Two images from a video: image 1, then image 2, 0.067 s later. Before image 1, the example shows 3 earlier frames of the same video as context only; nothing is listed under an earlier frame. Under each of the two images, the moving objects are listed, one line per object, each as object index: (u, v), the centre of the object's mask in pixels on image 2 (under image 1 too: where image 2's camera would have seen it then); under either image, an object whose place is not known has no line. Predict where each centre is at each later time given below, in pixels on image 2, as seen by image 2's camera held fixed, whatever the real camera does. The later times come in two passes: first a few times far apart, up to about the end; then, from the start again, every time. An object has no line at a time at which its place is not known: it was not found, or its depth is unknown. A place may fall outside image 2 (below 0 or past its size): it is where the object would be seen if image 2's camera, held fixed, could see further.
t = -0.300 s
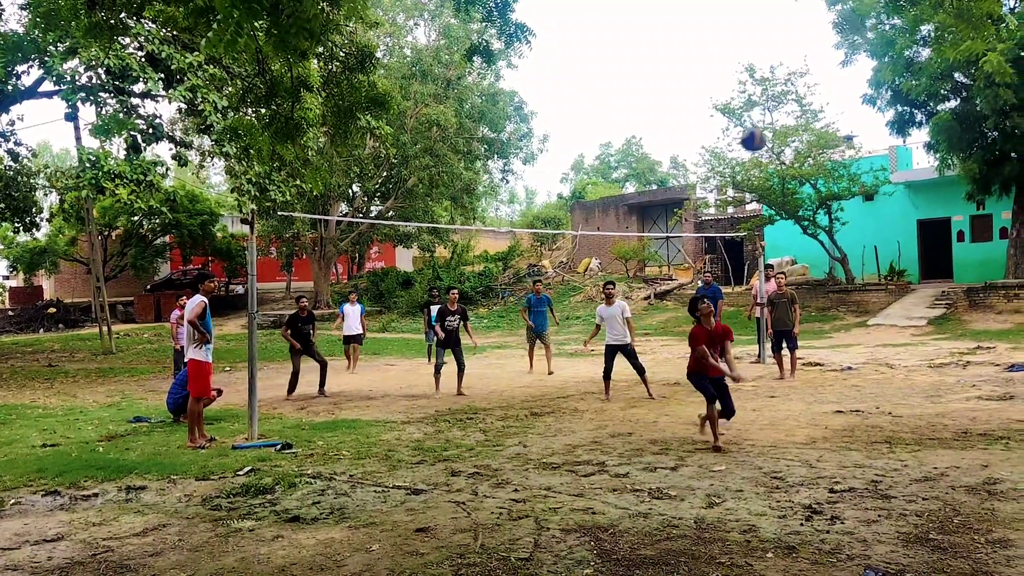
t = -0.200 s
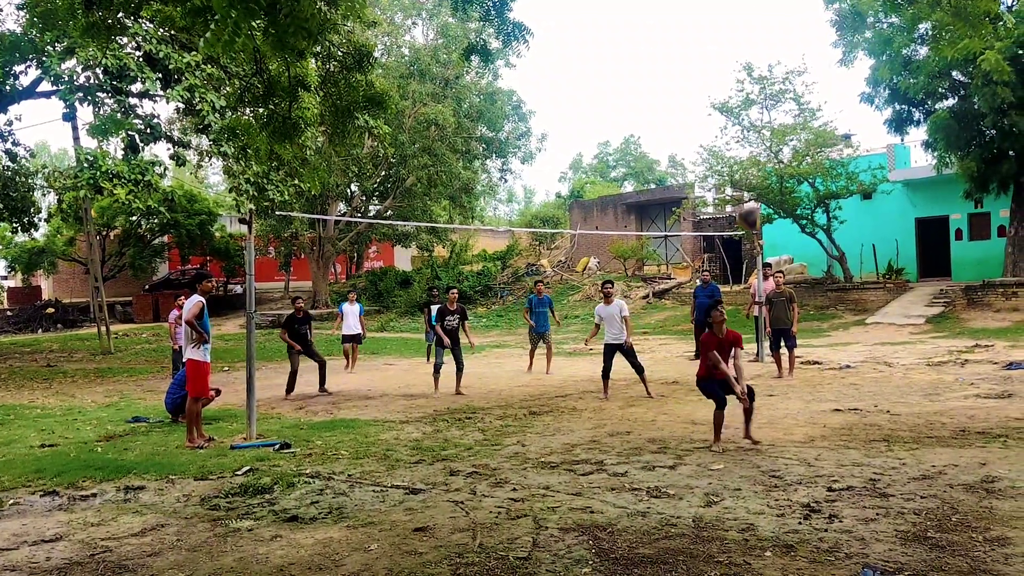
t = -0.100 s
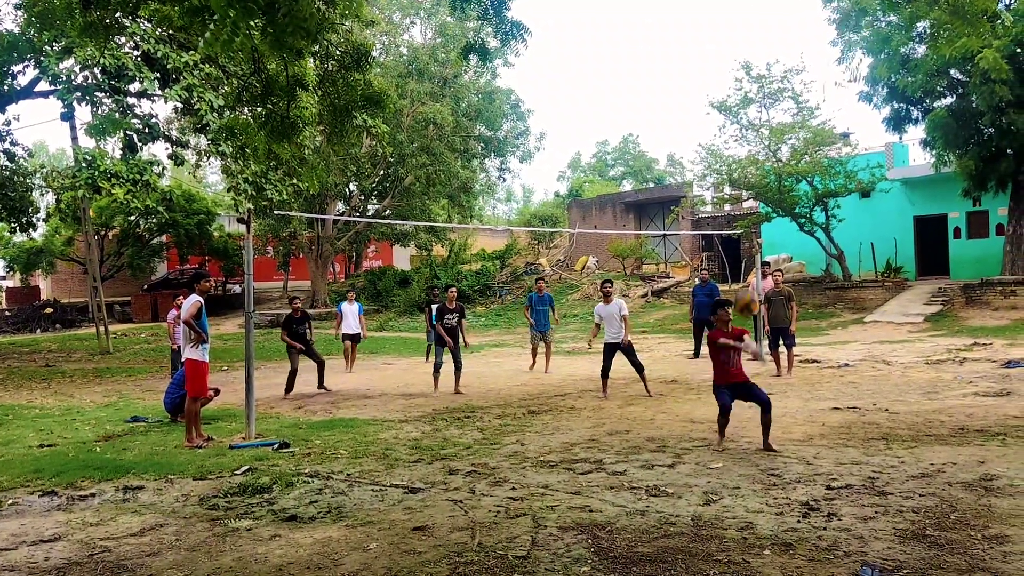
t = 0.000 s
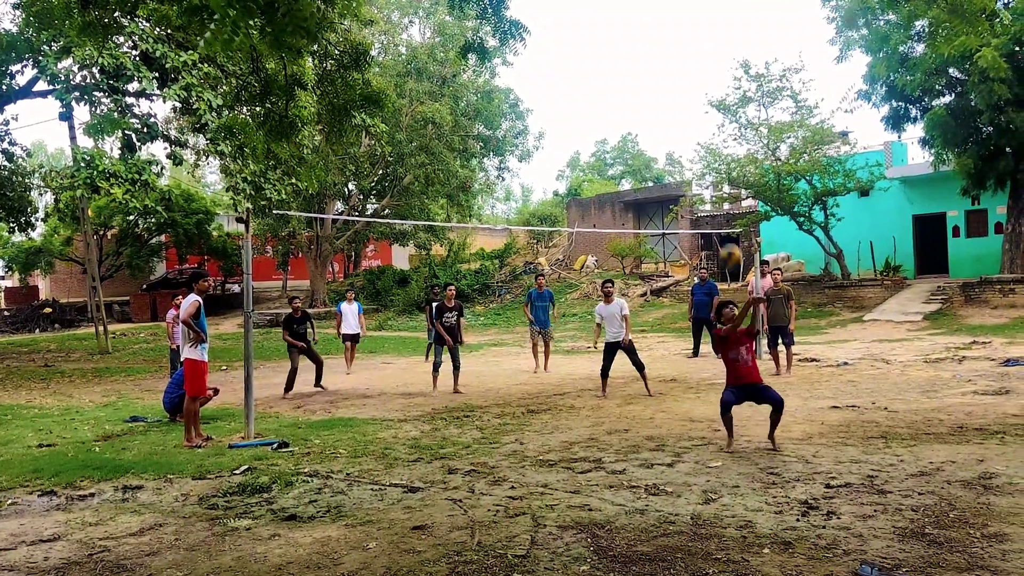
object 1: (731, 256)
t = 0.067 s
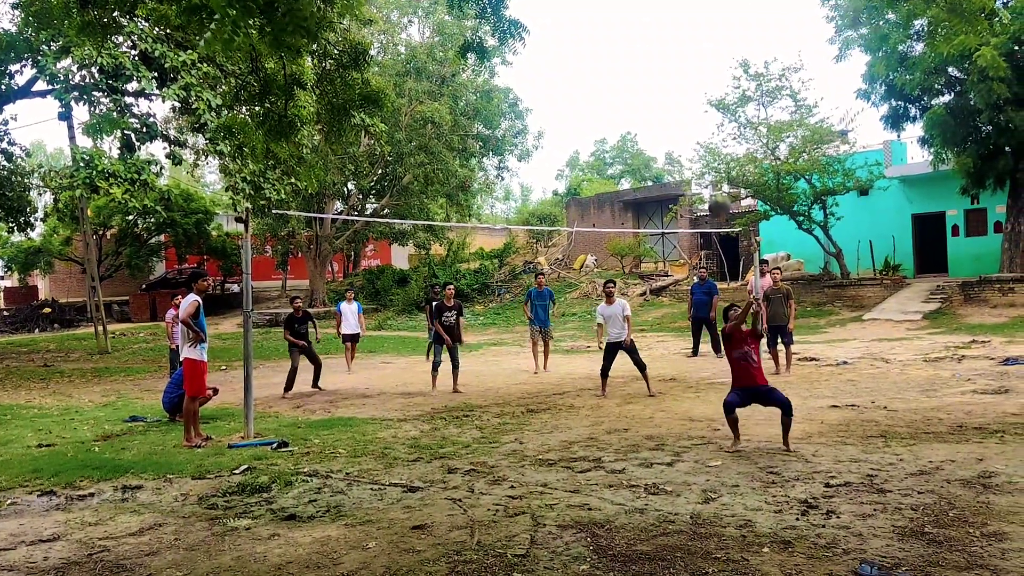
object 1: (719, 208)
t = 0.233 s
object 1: (694, 109)
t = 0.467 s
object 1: (665, 34)
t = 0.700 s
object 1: (642, 18)
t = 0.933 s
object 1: (623, 50)
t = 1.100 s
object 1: (611, 99)
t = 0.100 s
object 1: (714, 184)
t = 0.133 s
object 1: (708, 163)
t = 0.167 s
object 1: (703, 143)
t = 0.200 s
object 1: (699, 125)
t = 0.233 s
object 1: (694, 109)
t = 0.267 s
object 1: (689, 94)
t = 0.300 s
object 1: (685, 81)
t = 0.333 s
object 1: (681, 69)
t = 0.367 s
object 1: (677, 58)
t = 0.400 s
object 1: (673, 48)
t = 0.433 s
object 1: (669, 40)
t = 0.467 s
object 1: (665, 34)
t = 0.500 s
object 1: (661, 29)
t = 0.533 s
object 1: (658, 24)
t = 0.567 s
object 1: (654, 21)
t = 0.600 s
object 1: (651, 19)
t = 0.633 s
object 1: (648, 17)
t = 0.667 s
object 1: (645, 17)
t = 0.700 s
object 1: (642, 18)
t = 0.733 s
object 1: (638, 20)
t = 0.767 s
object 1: (635, 23)
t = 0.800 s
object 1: (633, 27)
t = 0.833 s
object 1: (630, 31)
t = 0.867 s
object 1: (628, 37)
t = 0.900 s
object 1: (625, 43)
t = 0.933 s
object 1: (623, 50)
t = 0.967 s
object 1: (620, 58)
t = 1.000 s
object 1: (618, 67)
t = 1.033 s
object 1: (615, 77)
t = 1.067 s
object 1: (613, 88)
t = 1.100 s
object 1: (611, 99)
